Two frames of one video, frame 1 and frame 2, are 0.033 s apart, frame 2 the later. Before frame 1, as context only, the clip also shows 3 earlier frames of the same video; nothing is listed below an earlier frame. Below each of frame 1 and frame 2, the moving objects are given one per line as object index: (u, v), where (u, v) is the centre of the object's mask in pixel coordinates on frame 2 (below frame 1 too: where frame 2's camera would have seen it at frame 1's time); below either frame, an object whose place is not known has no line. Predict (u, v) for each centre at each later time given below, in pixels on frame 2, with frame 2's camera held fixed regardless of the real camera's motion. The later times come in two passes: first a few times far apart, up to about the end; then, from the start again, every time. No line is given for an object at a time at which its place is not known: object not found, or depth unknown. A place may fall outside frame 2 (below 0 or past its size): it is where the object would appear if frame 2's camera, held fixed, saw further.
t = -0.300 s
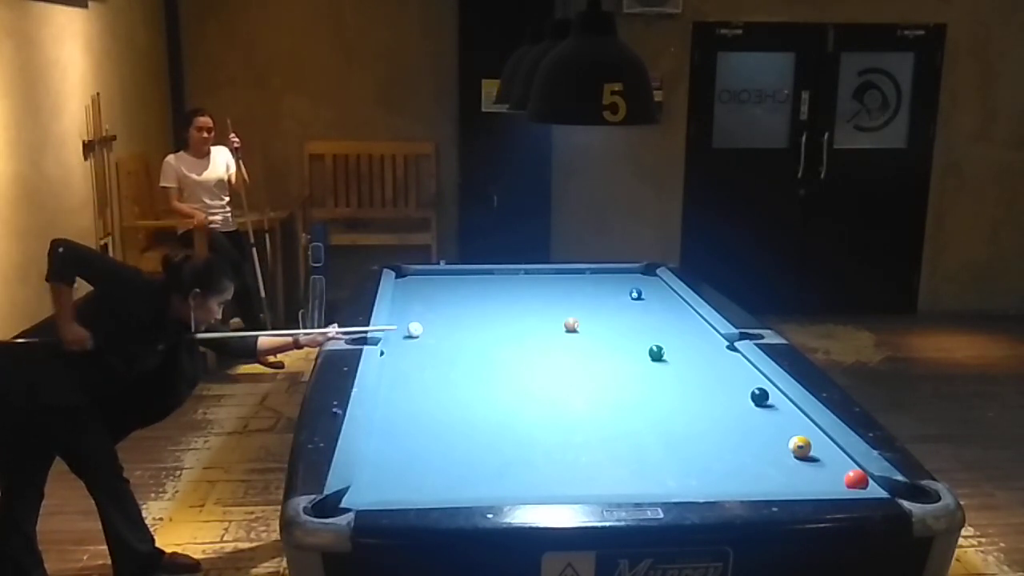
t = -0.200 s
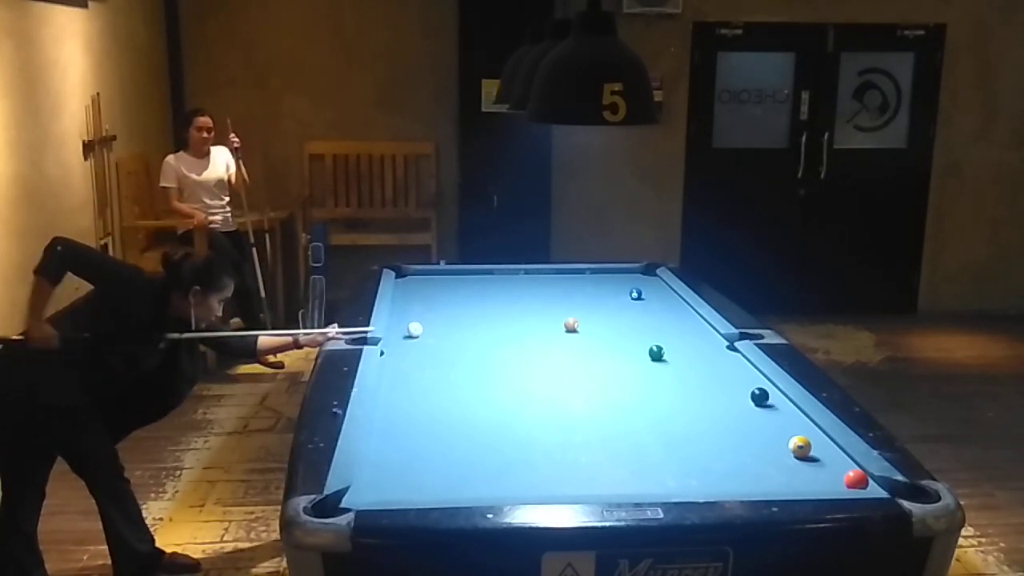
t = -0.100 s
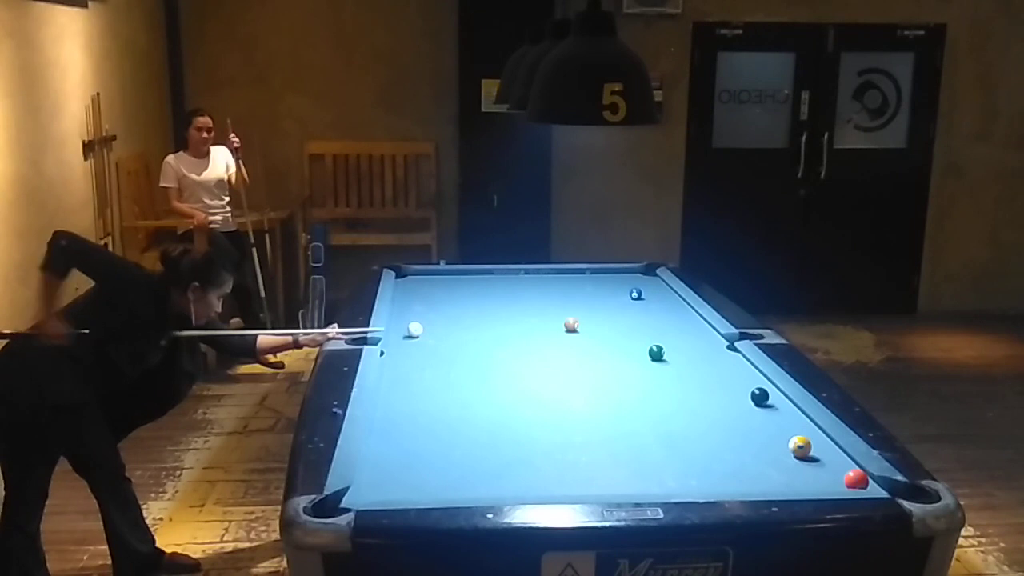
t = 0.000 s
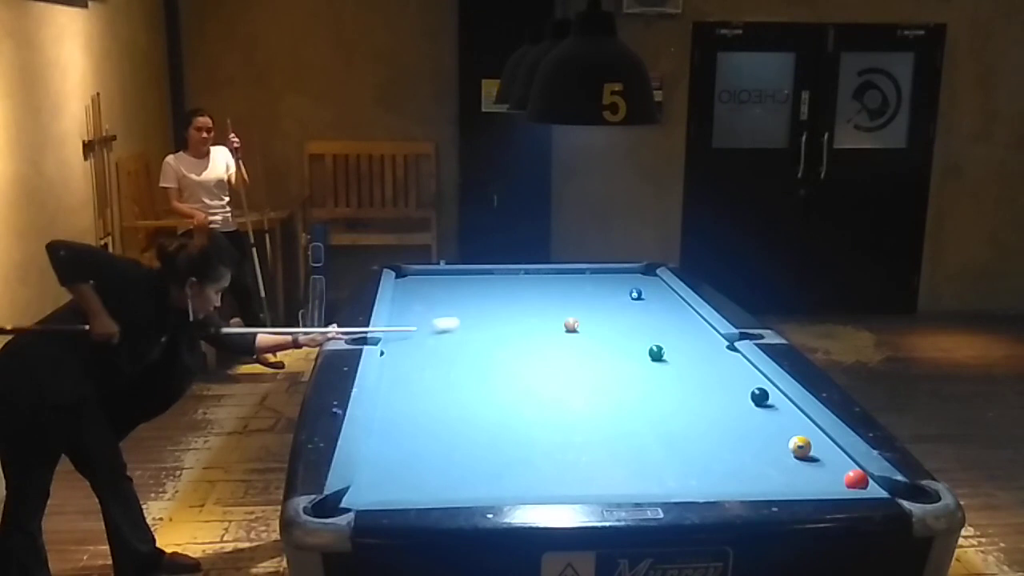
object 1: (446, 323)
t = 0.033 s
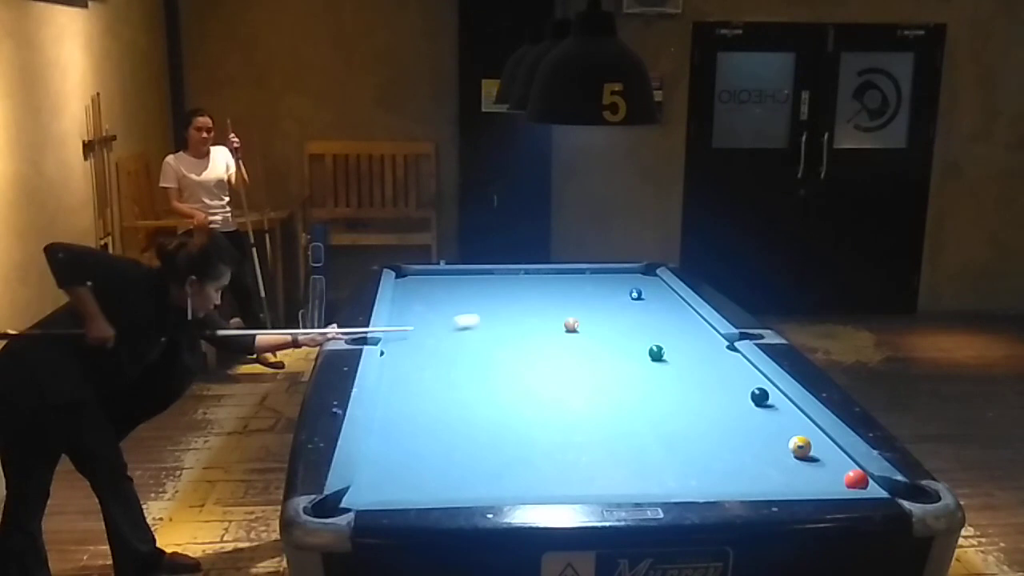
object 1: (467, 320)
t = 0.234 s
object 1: (567, 306)
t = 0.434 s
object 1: (652, 296)
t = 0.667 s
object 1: (636, 297)
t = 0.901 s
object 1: (584, 298)
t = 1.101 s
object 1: (541, 299)
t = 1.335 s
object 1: (490, 300)
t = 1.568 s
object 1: (441, 301)
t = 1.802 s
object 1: (398, 302)
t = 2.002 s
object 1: (423, 302)
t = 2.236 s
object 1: (452, 302)
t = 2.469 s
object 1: (480, 302)
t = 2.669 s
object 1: (503, 302)
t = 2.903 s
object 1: (528, 302)
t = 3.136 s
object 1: (552, 301)
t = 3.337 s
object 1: (571, 301)
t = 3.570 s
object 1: (593, 301)
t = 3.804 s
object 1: (613, 300)
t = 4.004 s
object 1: (628, 300)
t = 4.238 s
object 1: (645, 300)
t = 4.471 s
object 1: (661, 299)
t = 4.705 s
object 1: (676, 299)
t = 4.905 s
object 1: (671, 299)
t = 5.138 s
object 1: (664, 299)
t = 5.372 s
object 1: (659, 299)
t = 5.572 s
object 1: (655, 299)
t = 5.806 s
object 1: (652, 299)
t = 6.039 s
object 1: (650, 299)
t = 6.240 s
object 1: (649, 299)
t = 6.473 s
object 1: (649, 299)
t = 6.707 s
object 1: (649, 298)
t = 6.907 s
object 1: (649, 298)
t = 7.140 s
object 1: (649, 298)
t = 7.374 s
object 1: (649, 298)
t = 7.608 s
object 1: (649, 298)
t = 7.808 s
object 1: (649, 298)
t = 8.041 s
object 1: (649, 298)
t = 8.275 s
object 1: (649, 298)
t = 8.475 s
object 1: (649, 298)
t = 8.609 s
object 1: (649, 298)
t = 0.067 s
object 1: (485, 318)
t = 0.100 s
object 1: (504, 315)
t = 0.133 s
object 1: (521, 313)
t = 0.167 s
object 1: (538, 311)
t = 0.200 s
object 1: (553, 308)
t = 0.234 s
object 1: (567, 306)
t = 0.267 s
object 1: (582, 303)
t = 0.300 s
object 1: (597, 301)
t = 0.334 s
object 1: (611, 299)
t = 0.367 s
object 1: (625, 297)
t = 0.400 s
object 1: (639, 296)
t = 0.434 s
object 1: (652, 296)
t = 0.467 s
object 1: (666, 296)
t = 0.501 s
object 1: (673, 296)
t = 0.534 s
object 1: (665, 296)
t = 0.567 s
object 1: (658, 297)
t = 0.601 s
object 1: (650, 297)
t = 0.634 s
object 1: (643, 297)
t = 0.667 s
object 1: (636, 297)
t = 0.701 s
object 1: (629, 297)
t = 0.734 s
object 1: (621, 297)
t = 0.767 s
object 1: (613, 298)
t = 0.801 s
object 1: (606, 298)
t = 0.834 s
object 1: (599, 298)
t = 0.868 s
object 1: (592, 298)
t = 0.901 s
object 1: (584, 298)
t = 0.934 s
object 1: (577, 298)
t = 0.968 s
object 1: (569, 299)
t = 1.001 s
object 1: (562, 299)
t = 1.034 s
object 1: (555, 299)
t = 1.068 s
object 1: (548, 299)
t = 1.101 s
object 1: (541, 299)
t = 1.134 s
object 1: (533, 300)
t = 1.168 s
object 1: (526, 300)
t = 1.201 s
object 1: (519, 300)
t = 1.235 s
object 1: (512, 300)
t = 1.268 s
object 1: (505, 300)
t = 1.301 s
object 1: (498, 300)
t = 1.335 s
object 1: (490, 300)
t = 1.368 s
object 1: (483, 300)
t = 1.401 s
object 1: (476, 300)
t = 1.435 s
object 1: (469, 301)
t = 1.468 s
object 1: (462, 301)
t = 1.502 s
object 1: (455, 301)
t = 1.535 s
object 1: (448, 301)
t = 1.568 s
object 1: (441, 301)
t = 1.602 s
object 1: (434, 301)
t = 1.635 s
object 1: (427, 301)
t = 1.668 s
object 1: (420, 301)
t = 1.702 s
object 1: (413, 301)
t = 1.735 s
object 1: (406, 302)
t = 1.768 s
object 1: (399, 302)
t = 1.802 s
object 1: (398, 302)
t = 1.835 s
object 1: (402, 302)
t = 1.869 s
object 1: (406, 302)
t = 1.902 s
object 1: (411, 302)
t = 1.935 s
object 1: (415, 302)
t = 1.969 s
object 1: (419, 302)
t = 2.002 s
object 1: (423, 302)
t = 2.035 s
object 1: (428, 302)
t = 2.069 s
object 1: (432, 302)
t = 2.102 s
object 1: (436, 302)
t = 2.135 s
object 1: (440, 302)
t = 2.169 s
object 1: (444, 302)
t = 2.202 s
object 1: (448, 302)
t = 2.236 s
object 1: (452, 302)
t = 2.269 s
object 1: (456, 302)
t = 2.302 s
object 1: (460, 302)
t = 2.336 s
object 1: (464, 302)
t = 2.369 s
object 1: (469, 301)
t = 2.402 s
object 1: (472, 302)
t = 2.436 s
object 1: (476, 302)
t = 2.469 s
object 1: (480, 302)
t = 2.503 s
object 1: (484, 302)
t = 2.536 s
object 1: (488, 302)
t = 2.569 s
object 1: (492, 302)
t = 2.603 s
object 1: (496, 302)
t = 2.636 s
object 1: (499, 302)
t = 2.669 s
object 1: (503, 302)
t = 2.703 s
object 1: (507, 302)
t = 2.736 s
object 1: (510, 302)
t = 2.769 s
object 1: (514, 302)
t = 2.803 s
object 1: (518, 302)
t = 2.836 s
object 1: (521, 302)
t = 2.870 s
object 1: (525, 302)
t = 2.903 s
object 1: (528, 302)
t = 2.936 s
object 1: (532, 302)
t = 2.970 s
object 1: (535, 302)
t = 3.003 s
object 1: (539, 302)
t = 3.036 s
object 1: (542, 301)
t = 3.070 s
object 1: (545, 301)
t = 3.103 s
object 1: (549, 301)
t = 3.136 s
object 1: (552, 301)
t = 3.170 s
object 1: (555, 301)
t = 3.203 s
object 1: (559, 301)
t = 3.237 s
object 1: (562, 301)
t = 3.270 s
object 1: (565, 301)
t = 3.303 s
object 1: (568, 301)
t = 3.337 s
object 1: (571, 301)
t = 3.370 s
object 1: (575, 301)
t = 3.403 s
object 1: (578, 301)
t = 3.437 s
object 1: (581, 301)
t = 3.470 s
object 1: (584, 301)
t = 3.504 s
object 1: (587, 301)
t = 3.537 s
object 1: (590, 301)
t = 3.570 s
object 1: (593, 301)
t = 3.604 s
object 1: (596, 300)
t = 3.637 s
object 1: (599, 300)
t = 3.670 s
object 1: (602, 300)
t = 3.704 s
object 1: (604, 300)
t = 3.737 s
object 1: (607, 300)
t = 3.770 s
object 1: (610, 300)
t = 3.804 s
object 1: (613, 300)
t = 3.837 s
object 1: (615, 300)
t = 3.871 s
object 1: (618, 300)
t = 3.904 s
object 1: (621, 300)
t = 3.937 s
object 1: (623, 300)
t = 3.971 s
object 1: (626, 300)
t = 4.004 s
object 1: (628, 300)
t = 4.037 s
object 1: (631, 300)
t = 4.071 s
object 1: (633, 300)
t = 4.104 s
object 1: (636, 300)
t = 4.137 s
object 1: (638, 300)
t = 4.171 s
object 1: (641, 300)
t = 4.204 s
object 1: (643, 300)
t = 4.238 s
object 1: (645, 300)
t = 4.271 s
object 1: (648, 299)
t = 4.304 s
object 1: (650, 299)
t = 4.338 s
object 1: (652, 299)
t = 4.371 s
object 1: (654, 299)
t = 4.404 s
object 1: (657, 299)
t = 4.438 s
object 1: (659, 299)
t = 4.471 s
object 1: (661, 299)
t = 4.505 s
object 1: (663, 299)
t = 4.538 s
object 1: (665, 299)
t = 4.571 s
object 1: (667, 299)
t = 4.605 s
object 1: (669, 299)
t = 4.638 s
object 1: (672, 299)
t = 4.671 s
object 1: (674, 299)
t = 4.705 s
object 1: (676, 299)
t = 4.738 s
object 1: (677, 299)
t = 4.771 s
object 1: (675, 299)
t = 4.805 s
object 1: (674, 299)
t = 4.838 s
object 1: (673, 299)
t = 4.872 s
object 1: (672, 299)
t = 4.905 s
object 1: (671, 299)
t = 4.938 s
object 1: (670, 299)
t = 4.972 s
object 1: (669, 299)
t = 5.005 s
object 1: (668, 299)
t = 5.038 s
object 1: (667, 299)
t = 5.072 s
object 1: (666, 299)
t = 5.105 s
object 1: (665, 299)
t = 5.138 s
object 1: (664, 299)
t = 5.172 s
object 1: (664, 299)
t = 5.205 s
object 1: (663, 299)
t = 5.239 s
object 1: (662, 299)
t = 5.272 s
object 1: (661, 299)
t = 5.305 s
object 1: (660, 299)
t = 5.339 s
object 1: (660, 299)
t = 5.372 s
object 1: (659, 299)
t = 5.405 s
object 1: (658, 299)
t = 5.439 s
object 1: (657, 299)
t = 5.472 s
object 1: (657, 299)
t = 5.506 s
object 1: (656, 299)
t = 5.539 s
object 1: (656, 299)
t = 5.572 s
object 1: (655, 299)
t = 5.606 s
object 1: (655, 299)
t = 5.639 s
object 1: (654, 299)
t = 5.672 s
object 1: (654, 299)
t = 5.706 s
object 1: (653, 299)
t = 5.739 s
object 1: (653, 299)
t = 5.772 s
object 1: (652, 299)
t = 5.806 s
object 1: (652, 299)
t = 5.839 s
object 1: (651, 299)
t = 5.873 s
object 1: (651, 299)
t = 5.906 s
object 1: (651, 299)
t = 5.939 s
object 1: (650, 299)
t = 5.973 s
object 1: (650, 299)
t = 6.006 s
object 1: (650, 299)
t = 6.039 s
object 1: (650, 299)
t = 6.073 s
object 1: (650, 299)
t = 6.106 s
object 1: (649, 299)
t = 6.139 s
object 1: (649, 299)
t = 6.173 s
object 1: (649, 299)
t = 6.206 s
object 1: (649, 299)
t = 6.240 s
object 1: (649, 299)
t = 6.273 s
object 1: (649, 299)
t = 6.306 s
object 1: (649, 299)
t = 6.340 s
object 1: (649, 299)
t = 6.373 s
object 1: (649, 299)
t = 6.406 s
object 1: (649, 299)
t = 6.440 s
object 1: (649, 299)
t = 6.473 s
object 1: (649, 299)
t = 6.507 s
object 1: (649, 299)
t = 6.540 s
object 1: (649, 299)
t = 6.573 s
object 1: (649, 299)
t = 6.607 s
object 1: (649, 299)
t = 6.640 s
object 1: (649, 298)
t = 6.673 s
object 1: (649, 299)
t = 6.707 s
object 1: (649, 298)
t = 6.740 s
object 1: (649, 298)
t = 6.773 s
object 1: (649, 298)
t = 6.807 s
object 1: (649, 298)
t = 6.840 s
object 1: (649, 298)
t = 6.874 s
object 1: (649, 298)
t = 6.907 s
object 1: (649, 298)
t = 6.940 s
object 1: (649, 298)
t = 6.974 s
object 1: (649, 298)
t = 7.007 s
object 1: (649, 298)
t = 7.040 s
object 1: (649, 298)
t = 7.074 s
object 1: (649, 298)
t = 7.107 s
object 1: (649, 299)
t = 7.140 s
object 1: (649, 298)
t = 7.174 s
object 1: (649, 299)
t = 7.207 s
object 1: (649, 298)
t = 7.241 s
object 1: (649, 299)
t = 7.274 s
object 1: (649, 299)
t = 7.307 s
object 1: (649, 299)
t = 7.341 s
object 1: (649, 298)
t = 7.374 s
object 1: (649, 298)
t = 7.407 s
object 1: (649, 298)
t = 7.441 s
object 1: (649, 298)
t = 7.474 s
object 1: (649, 298)
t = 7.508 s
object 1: (649, 298)
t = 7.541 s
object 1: (649, 298)
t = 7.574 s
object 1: (649, 298)
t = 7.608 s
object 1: (649, 298)
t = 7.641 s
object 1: (649, 298)
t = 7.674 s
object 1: (649, 298)
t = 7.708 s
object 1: (649, 298)
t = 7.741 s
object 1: (649, 298)
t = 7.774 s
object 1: (649, 298)
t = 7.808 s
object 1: (649, 298)
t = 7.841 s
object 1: (649, 298)
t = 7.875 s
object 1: (649, 298)
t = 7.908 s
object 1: (649, 298)
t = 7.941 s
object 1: (649, 298)
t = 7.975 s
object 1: (649, 298)
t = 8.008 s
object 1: (649, 298)
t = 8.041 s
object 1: (649, 298)
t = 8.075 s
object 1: (649, 298)
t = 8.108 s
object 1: (649, 298)
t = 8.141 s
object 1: (649, 298)
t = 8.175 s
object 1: (649, 298)
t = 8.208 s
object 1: (649, 298)
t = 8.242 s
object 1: (649, 298)
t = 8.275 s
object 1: (649, 298)
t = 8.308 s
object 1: (649, 298)
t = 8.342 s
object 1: (649, 298)
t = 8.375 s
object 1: (649, 298)
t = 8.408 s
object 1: (649, 298)
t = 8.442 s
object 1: (649, 298)
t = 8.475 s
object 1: (649, 298)
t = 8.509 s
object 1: (649, 298)
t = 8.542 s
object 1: (649, 298)
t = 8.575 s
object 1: (649, 298)
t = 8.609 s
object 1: (649, 298)
